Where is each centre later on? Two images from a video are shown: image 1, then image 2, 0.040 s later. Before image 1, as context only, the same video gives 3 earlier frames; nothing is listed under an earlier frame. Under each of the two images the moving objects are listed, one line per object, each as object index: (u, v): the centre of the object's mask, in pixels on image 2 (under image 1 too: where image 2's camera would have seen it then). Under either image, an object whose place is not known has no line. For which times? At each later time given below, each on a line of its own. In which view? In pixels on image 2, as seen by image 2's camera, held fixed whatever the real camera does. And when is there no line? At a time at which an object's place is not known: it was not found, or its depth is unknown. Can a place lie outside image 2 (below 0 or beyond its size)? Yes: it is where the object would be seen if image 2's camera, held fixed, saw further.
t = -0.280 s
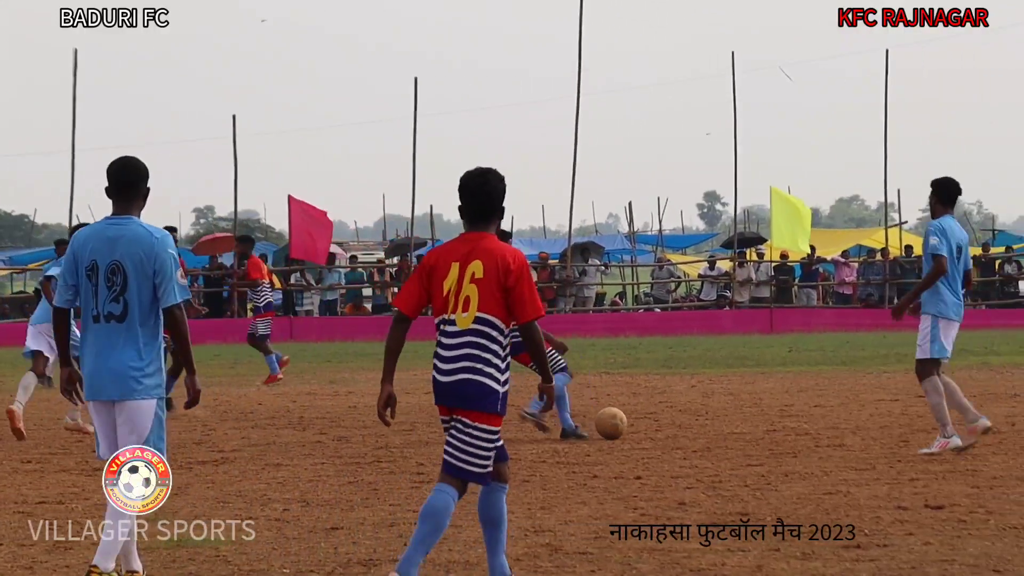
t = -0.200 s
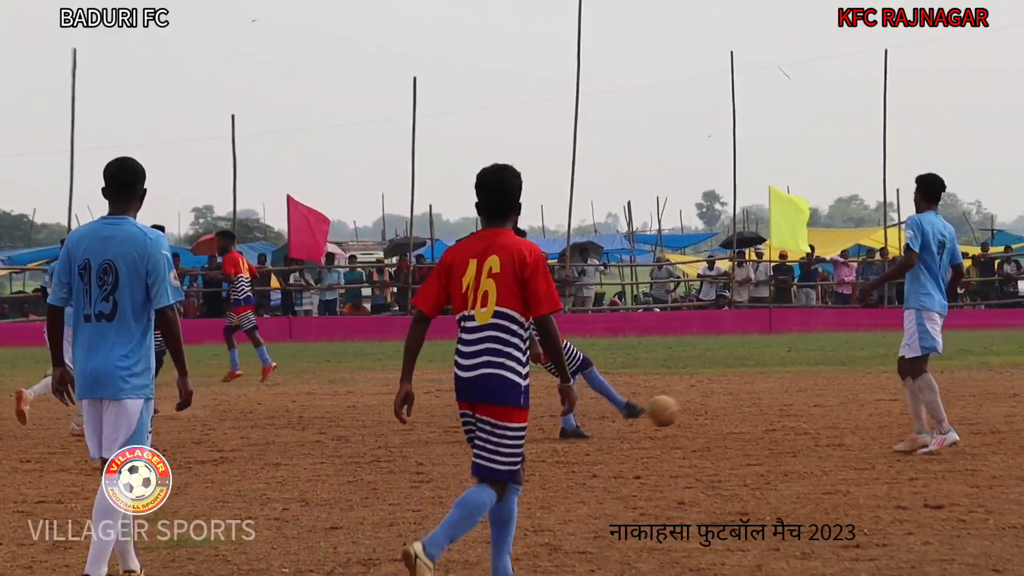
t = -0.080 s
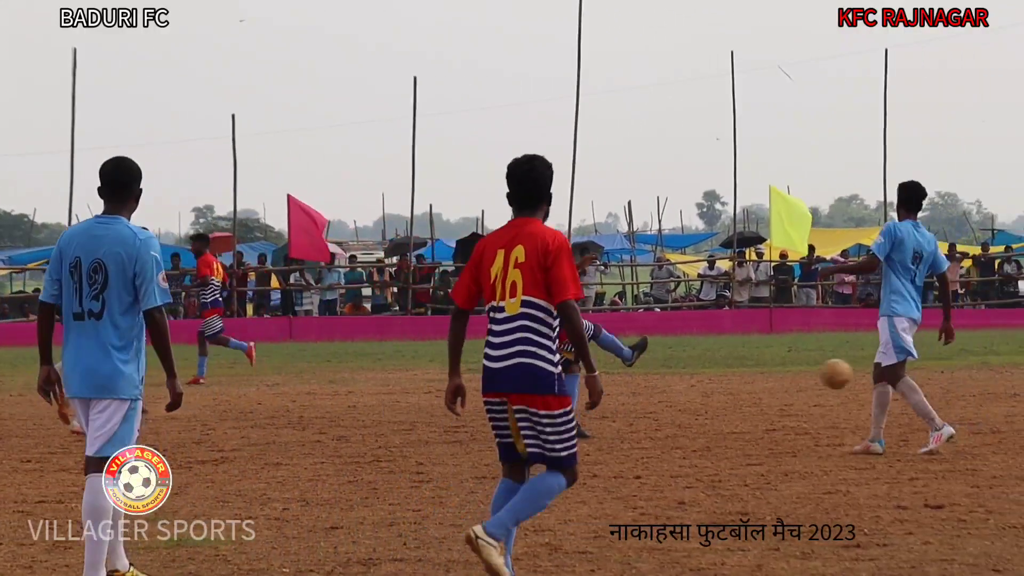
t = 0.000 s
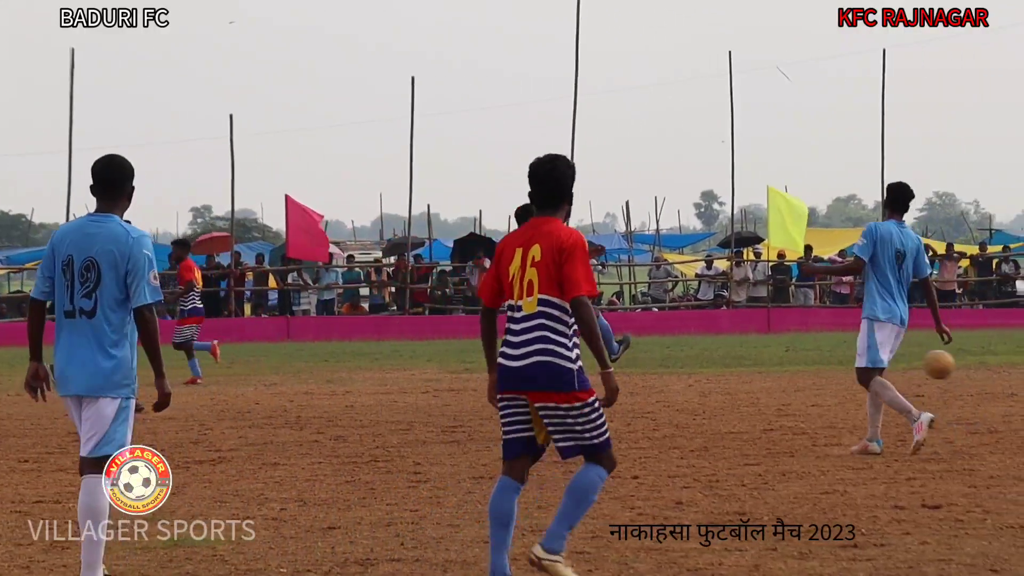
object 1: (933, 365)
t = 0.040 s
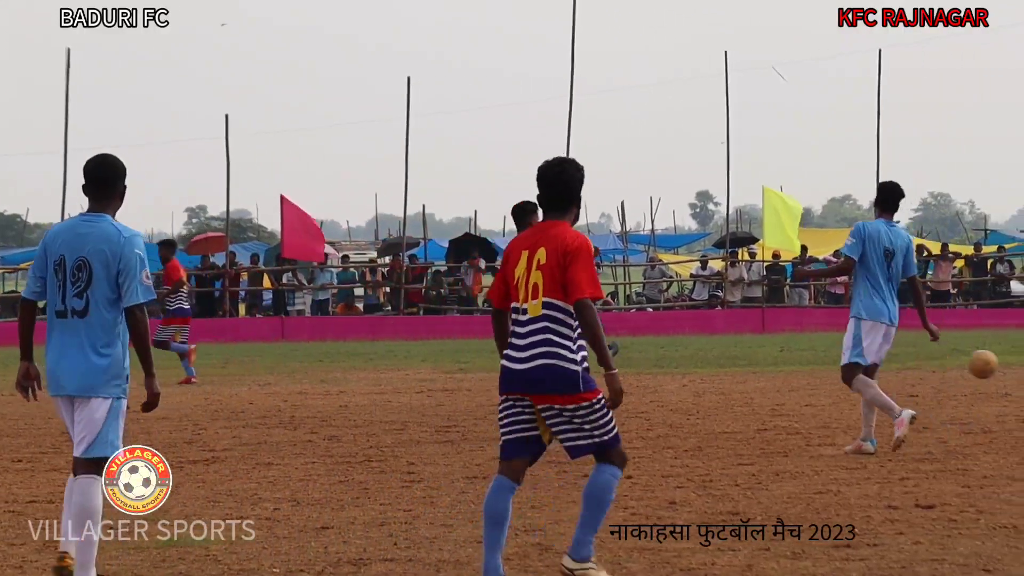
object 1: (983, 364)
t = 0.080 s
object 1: (1032, 365)
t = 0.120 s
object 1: (1072, 368)
